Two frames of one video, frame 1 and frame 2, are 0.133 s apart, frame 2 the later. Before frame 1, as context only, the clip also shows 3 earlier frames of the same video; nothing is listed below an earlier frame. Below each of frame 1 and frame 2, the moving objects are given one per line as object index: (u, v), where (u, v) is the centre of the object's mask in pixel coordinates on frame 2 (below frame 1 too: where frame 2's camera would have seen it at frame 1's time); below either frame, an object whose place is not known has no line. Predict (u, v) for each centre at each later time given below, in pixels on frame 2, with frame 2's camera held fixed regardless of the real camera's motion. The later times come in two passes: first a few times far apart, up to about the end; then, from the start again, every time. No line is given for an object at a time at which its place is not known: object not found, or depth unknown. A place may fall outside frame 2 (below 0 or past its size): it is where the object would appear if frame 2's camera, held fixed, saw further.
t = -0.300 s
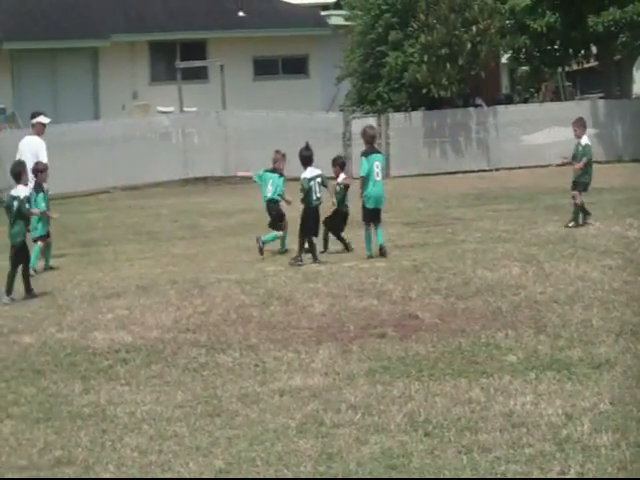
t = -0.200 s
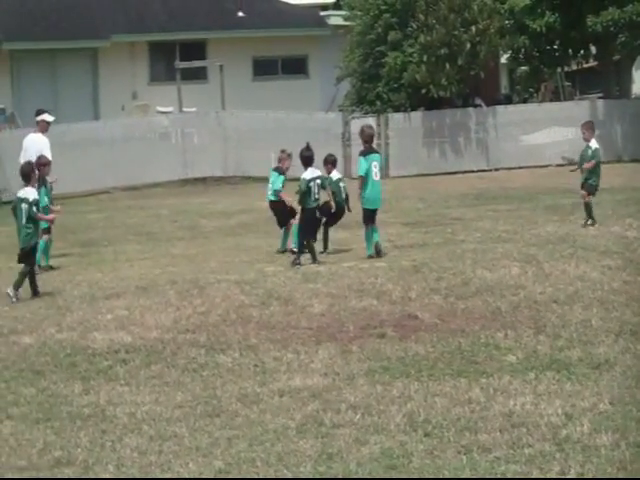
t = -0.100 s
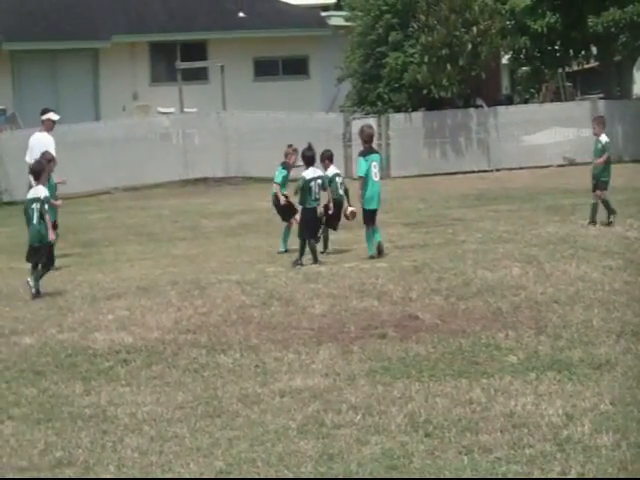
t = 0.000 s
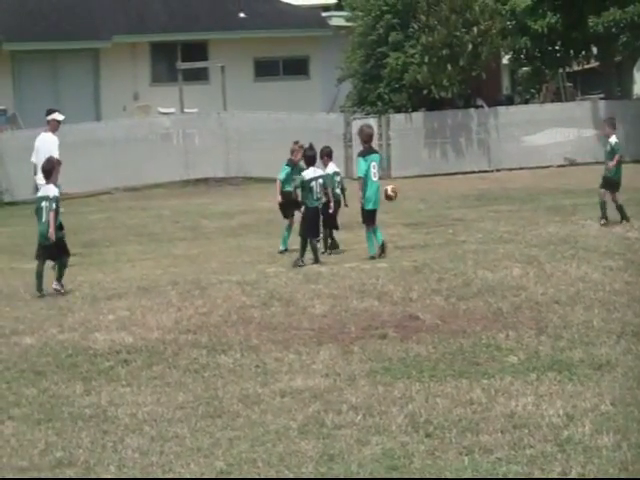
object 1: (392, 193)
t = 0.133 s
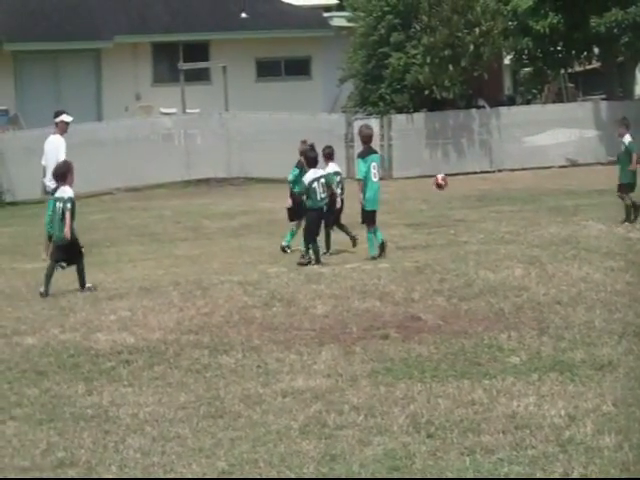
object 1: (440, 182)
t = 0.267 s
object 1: (484, 184)
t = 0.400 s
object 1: (523, 199)
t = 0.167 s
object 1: (451, 181)
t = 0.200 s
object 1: (463, 182)
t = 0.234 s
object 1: (474, 183)
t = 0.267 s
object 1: (484, 184)
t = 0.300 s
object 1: (494, 187)
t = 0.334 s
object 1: (504, 191)
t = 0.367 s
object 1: (514, 195)
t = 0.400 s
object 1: (523, 199)
